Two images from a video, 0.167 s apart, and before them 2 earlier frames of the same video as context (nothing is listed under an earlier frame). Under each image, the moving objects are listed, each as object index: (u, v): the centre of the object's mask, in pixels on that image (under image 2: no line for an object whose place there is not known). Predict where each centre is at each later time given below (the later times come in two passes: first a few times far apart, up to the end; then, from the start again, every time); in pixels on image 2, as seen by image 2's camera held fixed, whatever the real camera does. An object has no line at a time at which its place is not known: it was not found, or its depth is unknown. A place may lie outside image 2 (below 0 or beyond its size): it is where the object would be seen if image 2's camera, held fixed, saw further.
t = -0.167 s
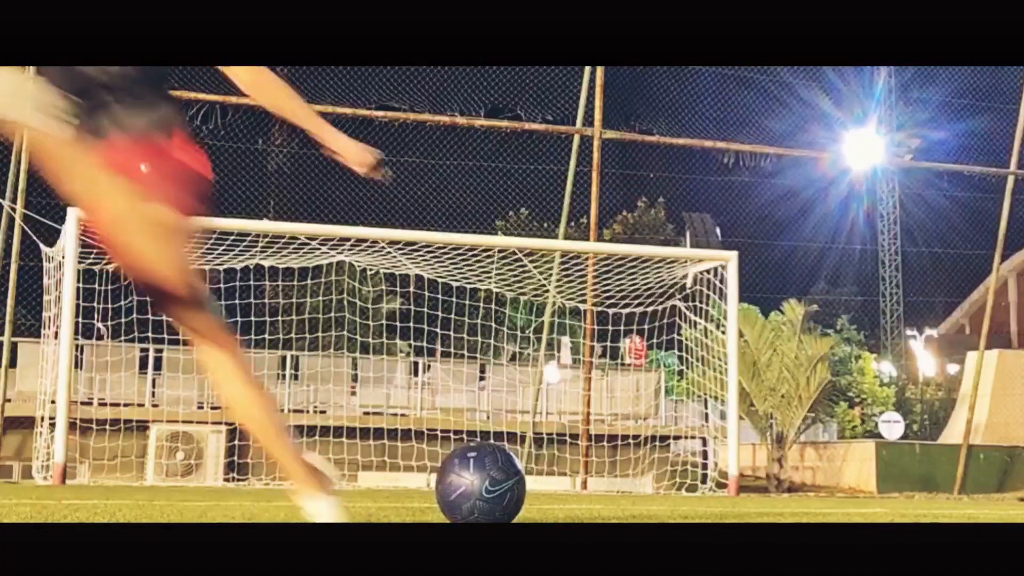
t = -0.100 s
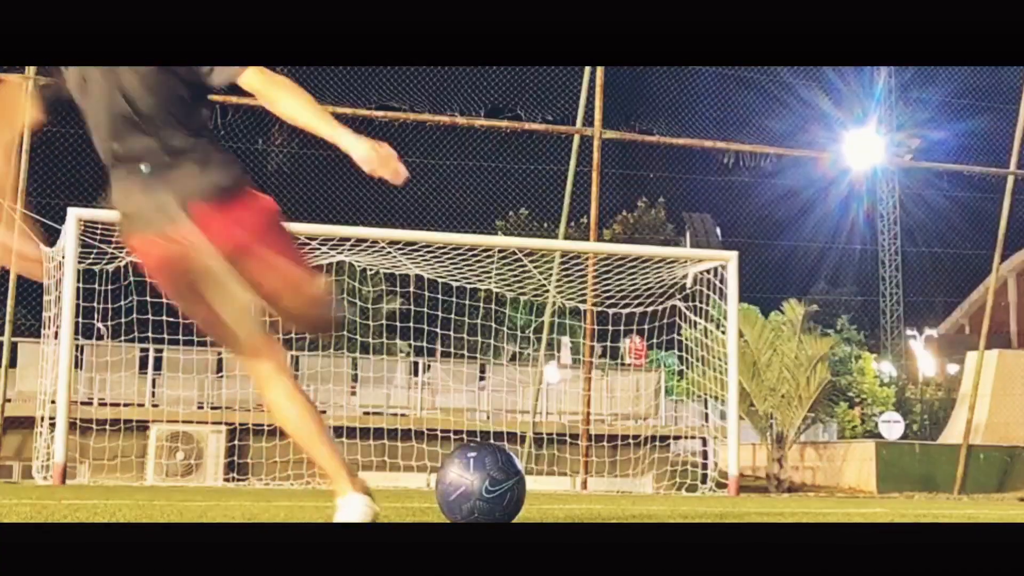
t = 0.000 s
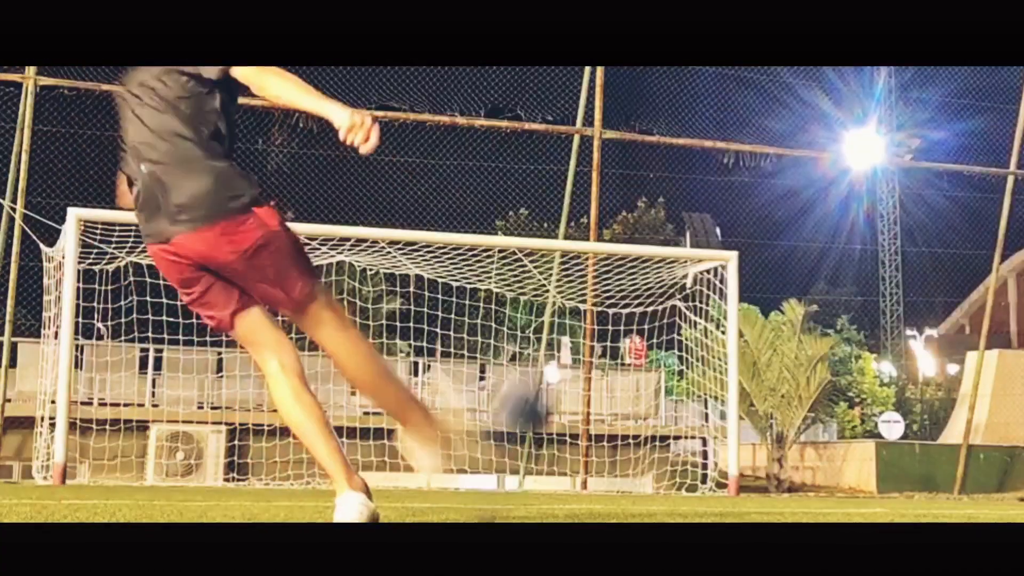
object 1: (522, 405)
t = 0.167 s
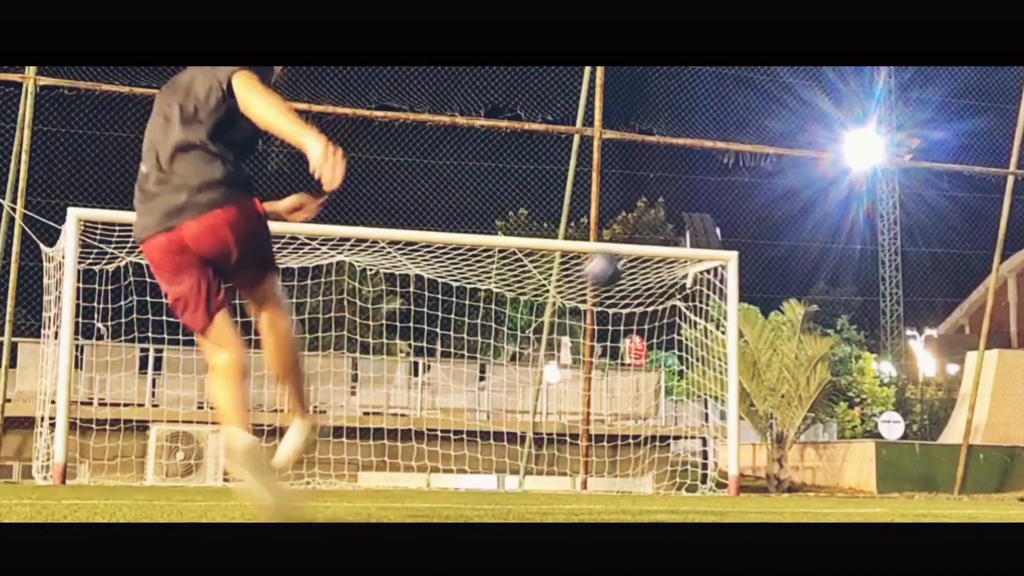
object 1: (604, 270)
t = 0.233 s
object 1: (623, 247)
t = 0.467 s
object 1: (668, 228)
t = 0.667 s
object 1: (717, 244)
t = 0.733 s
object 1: (756, 255)
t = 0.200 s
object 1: (612, 259)
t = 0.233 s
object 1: (623, 247)
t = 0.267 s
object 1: (631, 240)
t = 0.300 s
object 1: (637, 234)
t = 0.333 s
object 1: (642, 231)
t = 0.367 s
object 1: (648, 229)
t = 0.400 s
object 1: (654, 227)
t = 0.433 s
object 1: (661, 226)
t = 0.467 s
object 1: (668, 228)
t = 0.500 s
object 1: (674, 229)
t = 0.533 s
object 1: (677, 231)
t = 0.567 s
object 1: (681, 234)
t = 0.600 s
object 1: (685, 238)
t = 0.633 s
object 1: (696, 241)
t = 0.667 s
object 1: (717, 244)
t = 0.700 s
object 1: (737, 247)
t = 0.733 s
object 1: (756, 255)
